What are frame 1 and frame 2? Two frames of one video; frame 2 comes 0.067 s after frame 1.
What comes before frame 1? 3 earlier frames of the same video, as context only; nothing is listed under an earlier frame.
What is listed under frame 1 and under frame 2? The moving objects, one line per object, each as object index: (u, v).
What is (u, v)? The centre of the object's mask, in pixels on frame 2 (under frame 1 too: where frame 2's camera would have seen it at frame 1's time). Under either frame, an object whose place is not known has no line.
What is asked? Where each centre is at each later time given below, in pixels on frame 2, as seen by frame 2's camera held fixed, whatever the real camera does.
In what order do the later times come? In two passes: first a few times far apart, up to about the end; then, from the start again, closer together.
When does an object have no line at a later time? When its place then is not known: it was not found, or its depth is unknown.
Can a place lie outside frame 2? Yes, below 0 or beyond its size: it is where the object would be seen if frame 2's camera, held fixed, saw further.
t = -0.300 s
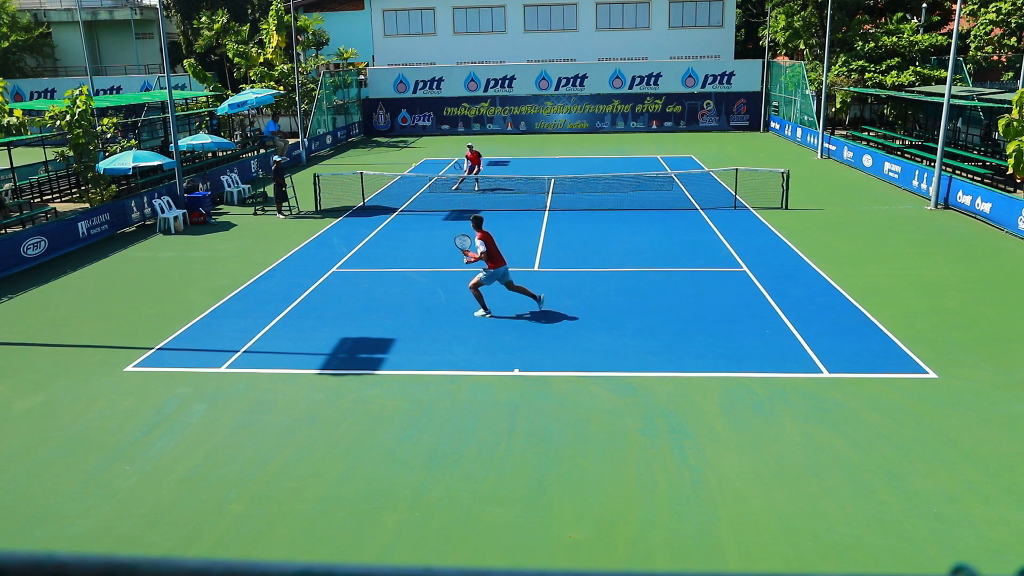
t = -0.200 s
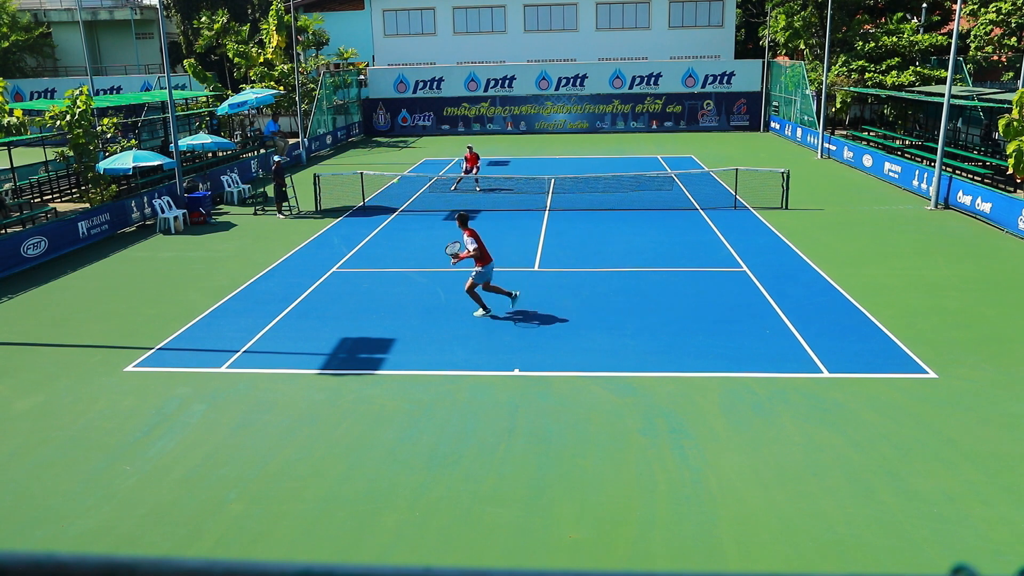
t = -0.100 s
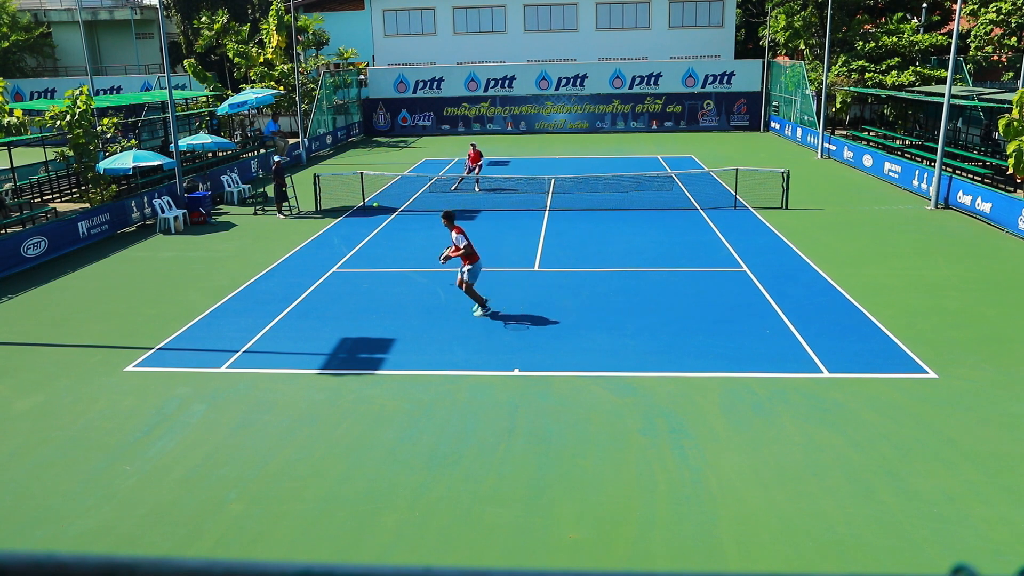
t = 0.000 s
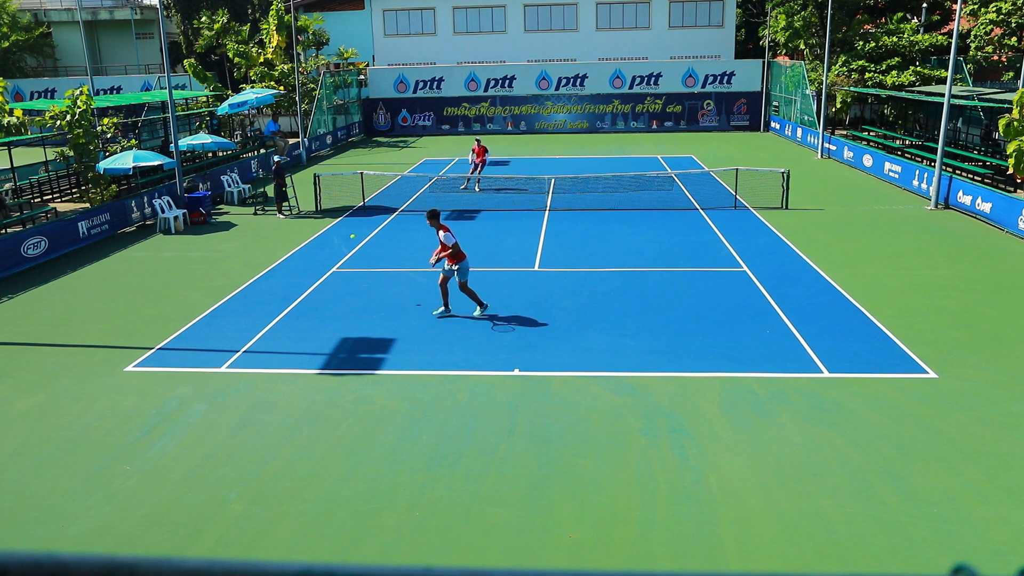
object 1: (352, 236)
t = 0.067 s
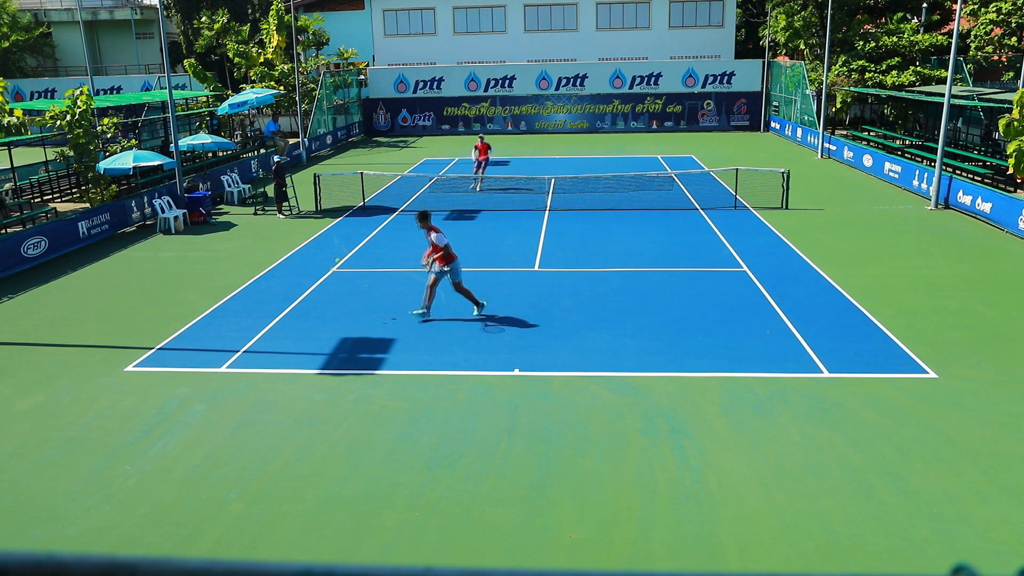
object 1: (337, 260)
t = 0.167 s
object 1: (310, 309)
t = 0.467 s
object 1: (226, 362)
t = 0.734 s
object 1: (149, 406)
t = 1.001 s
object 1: (55, 548)
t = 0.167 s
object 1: (310, 309)
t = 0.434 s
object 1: (236, 361)
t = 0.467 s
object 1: (226, 362)
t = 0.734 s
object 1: (149, 406)
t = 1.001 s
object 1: (55, 548)
